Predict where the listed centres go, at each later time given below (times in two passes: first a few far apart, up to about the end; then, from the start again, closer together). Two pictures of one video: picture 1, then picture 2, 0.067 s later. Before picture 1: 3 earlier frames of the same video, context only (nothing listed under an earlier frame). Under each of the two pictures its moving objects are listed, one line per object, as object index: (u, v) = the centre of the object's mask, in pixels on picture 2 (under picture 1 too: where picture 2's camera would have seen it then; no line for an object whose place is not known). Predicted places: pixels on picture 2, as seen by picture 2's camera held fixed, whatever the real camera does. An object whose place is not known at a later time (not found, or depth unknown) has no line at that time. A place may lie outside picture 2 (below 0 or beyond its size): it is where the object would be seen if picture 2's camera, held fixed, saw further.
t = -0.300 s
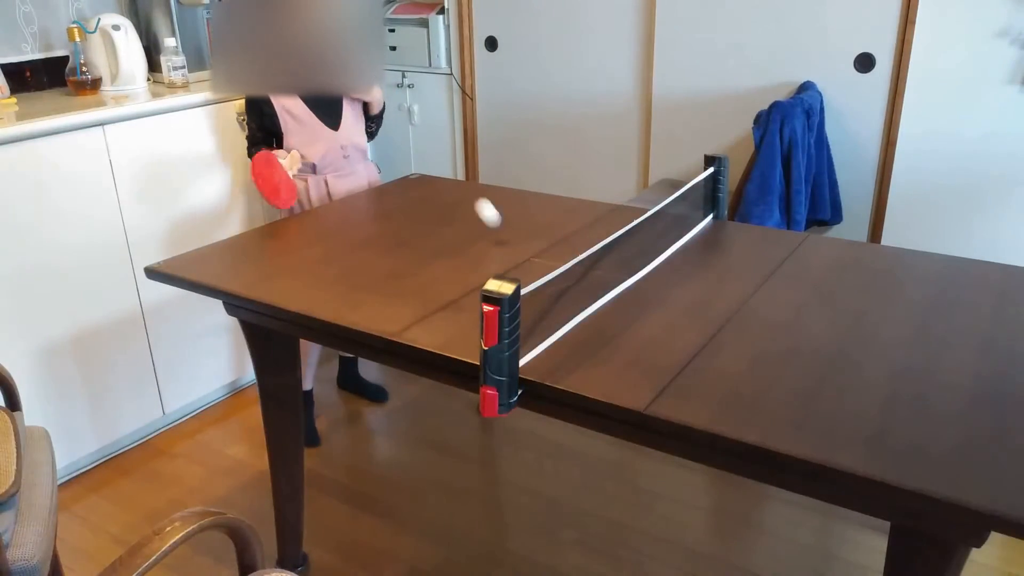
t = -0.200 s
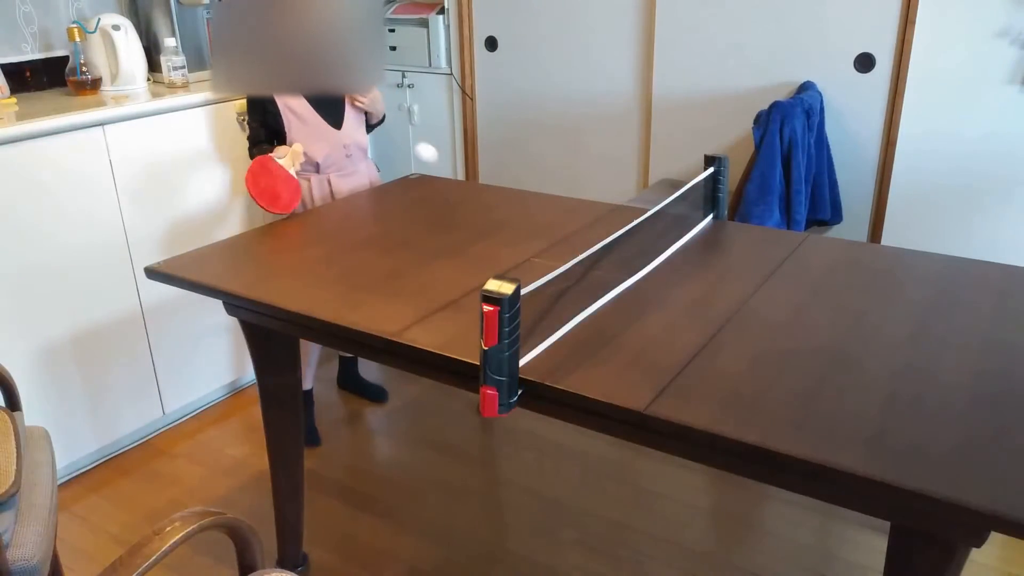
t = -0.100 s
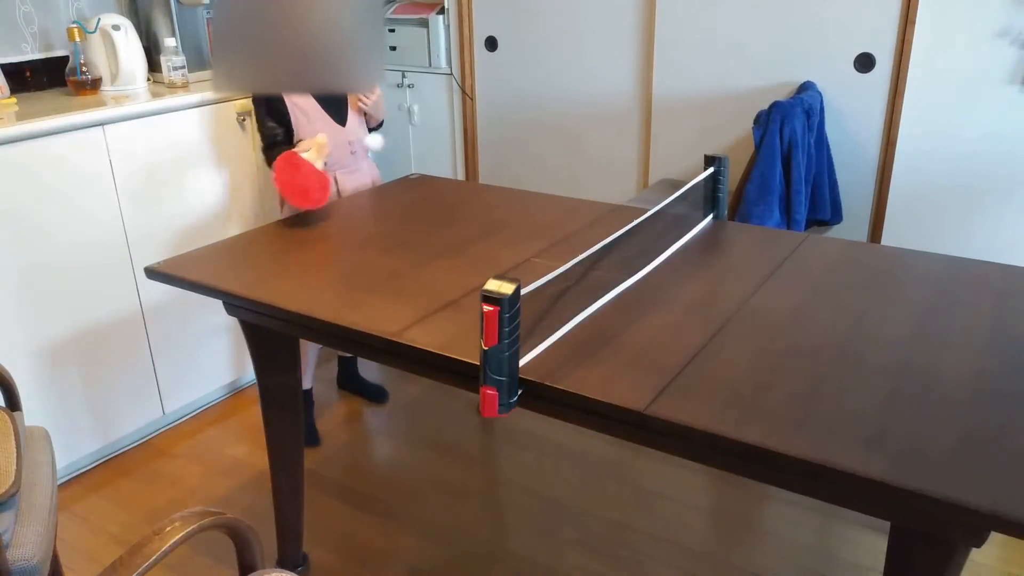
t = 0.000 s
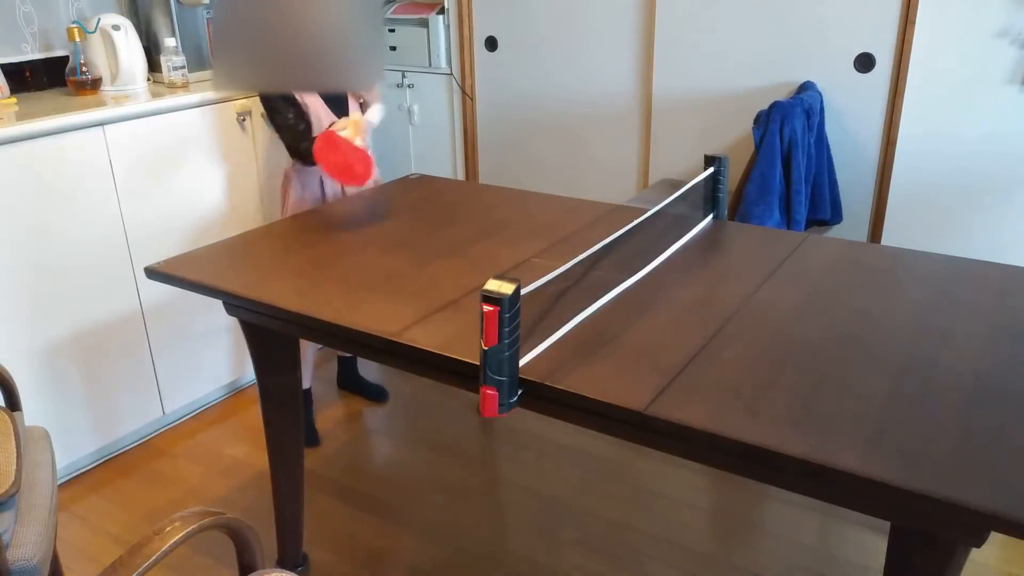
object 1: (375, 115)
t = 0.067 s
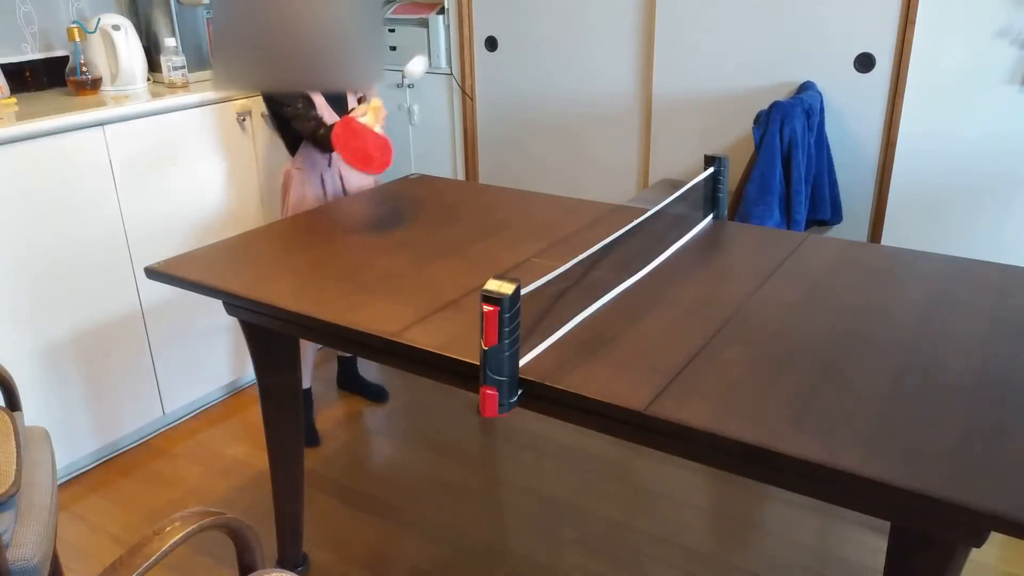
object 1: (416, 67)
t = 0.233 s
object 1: (531, 32)
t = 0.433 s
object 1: (667, 154)
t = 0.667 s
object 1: (771, 241)
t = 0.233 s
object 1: (531, 32)
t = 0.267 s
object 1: (554, 41)
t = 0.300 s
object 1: (578, 55)
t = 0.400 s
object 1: (646, 123)
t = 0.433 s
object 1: (667, 154)
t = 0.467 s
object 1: (688, 186)
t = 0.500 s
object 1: (703, 189)
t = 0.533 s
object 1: (717, 192)
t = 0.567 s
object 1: (731, 201)
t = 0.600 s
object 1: (743, 214)
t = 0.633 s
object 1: (756, 231)
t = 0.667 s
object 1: (771, 241)
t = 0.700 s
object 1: (789, 227)
